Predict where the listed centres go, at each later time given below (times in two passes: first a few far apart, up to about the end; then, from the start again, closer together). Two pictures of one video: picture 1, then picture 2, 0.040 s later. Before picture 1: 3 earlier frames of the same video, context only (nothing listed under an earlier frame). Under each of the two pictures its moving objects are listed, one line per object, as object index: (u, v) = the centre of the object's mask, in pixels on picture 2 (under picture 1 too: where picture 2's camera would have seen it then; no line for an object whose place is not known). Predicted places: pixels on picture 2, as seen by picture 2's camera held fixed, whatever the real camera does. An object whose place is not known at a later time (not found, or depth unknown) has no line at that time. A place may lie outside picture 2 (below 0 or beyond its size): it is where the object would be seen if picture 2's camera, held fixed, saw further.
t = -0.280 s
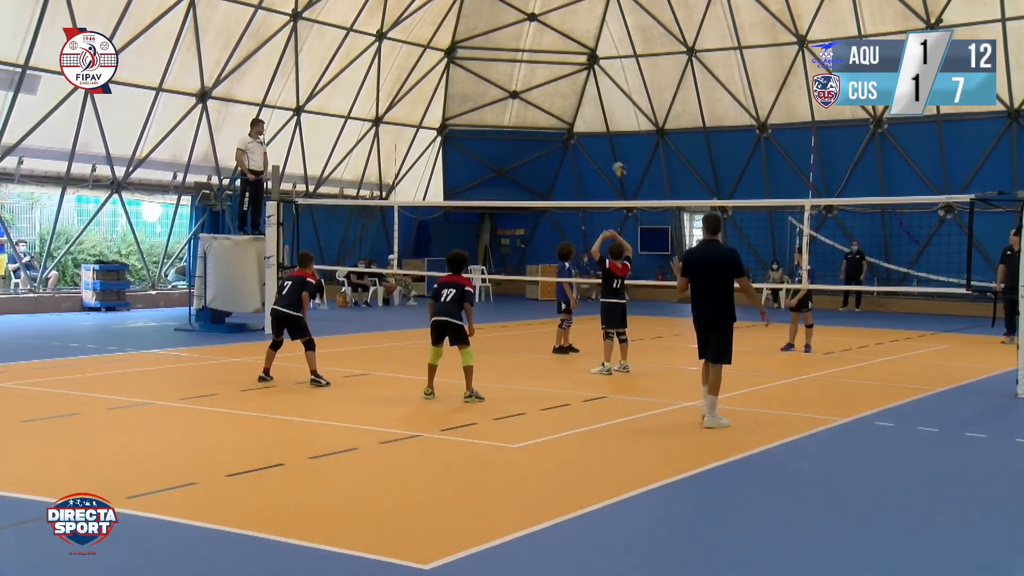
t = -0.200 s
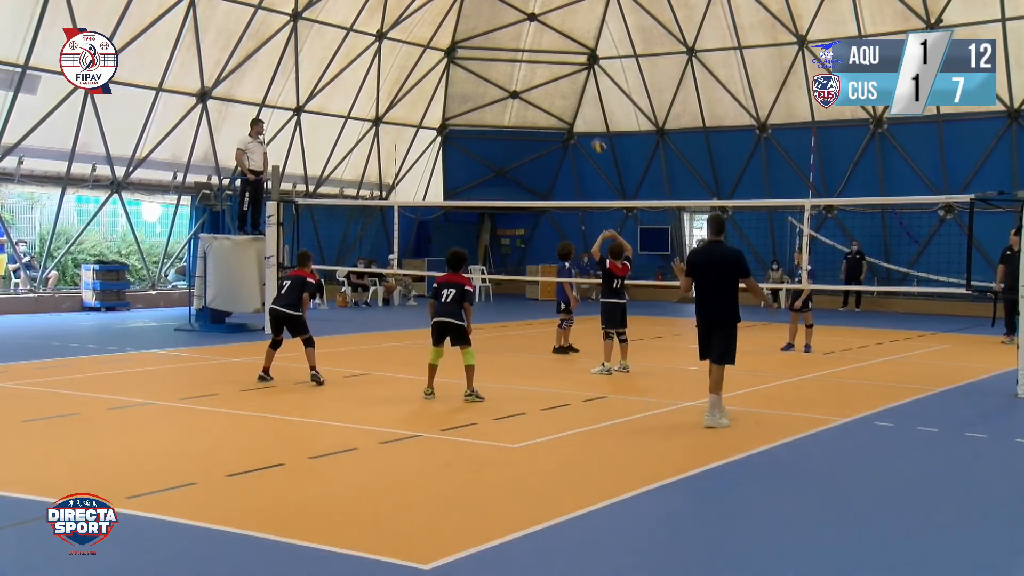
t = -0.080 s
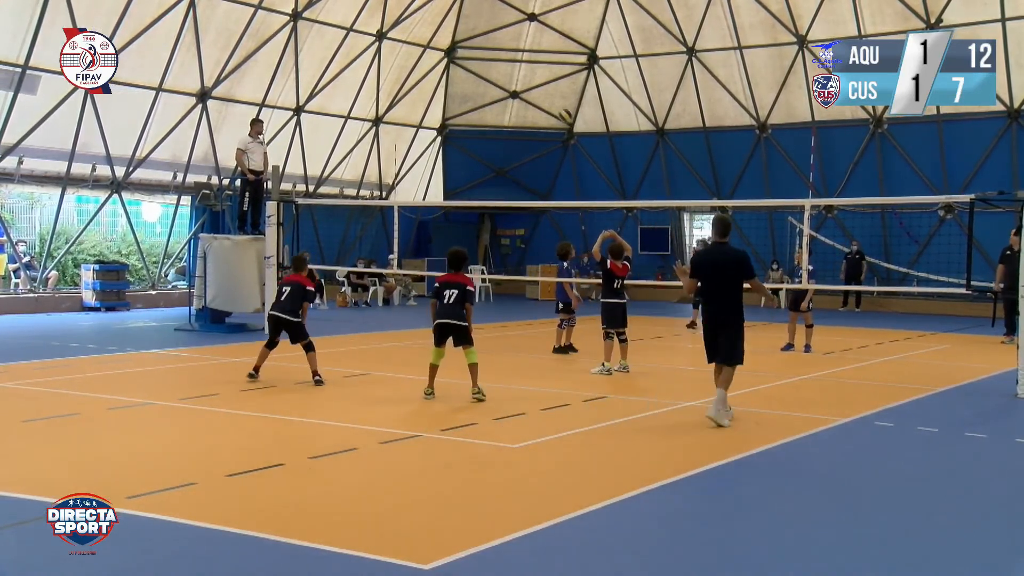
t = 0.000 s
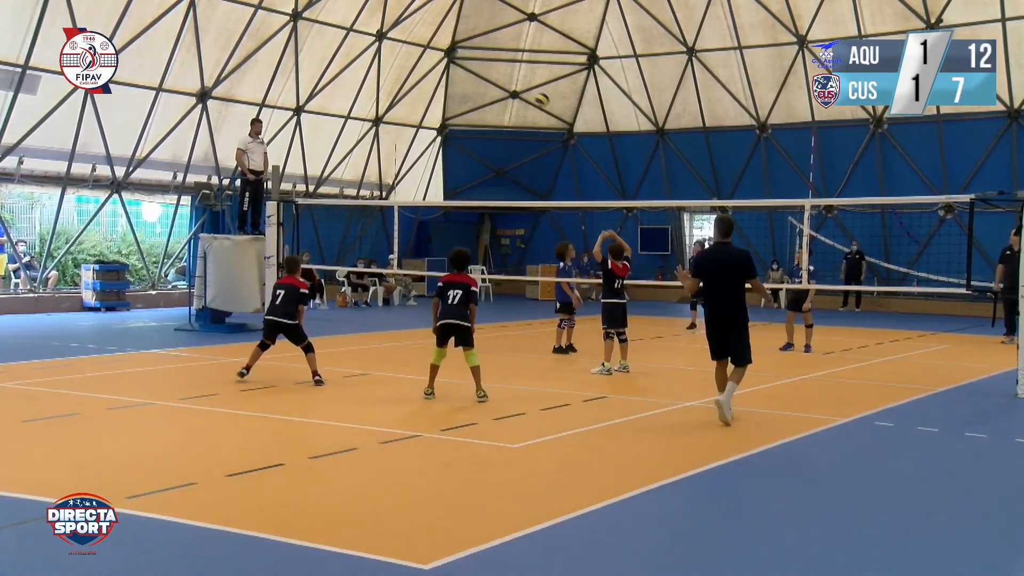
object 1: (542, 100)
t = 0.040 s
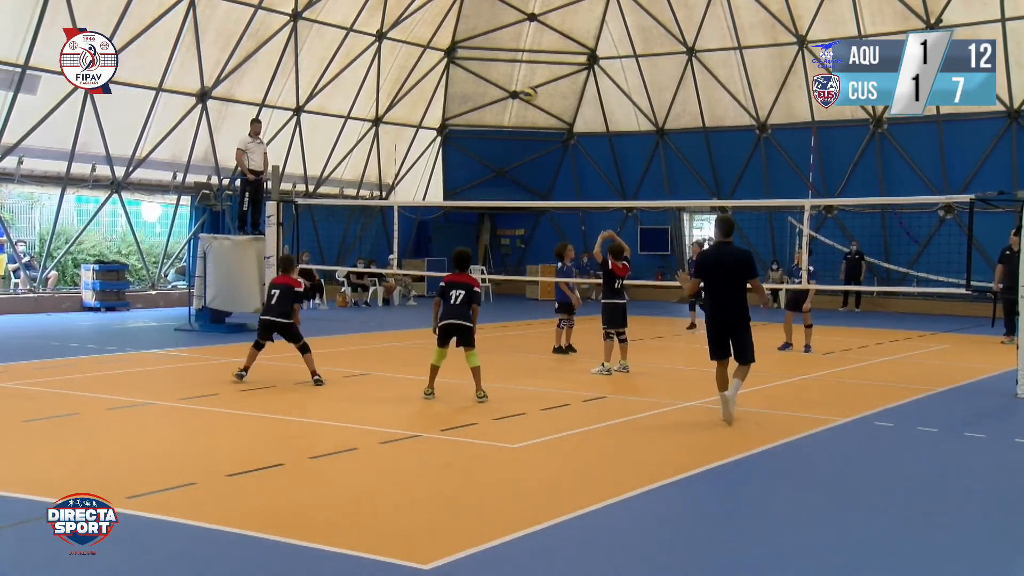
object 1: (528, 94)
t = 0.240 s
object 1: (470, 78)
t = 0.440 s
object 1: (404, 89)
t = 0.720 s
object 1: (298, 162)
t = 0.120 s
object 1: (507, 85)
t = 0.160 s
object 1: (495, 81)
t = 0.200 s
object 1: (482, 79)
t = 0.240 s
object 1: (470, 78)
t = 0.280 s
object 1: (458, 78)
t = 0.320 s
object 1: (444, 79)
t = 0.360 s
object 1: (431, 81)
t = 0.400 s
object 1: (418, 85)
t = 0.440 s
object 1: (404, 89)
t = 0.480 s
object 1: (390, 95)
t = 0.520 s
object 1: (376, 102)
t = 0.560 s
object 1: (360, 111)
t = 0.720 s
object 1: (298, 162)
